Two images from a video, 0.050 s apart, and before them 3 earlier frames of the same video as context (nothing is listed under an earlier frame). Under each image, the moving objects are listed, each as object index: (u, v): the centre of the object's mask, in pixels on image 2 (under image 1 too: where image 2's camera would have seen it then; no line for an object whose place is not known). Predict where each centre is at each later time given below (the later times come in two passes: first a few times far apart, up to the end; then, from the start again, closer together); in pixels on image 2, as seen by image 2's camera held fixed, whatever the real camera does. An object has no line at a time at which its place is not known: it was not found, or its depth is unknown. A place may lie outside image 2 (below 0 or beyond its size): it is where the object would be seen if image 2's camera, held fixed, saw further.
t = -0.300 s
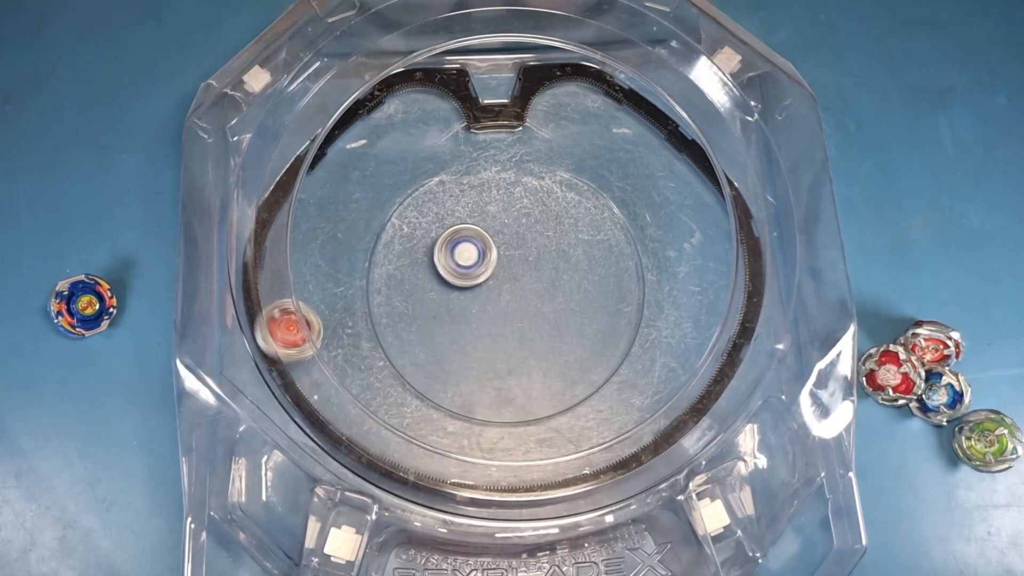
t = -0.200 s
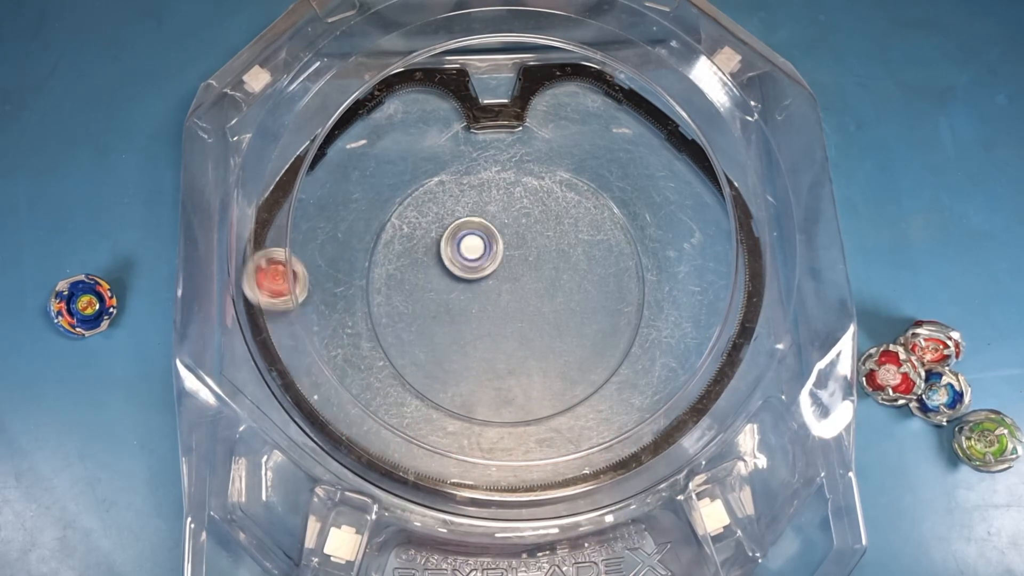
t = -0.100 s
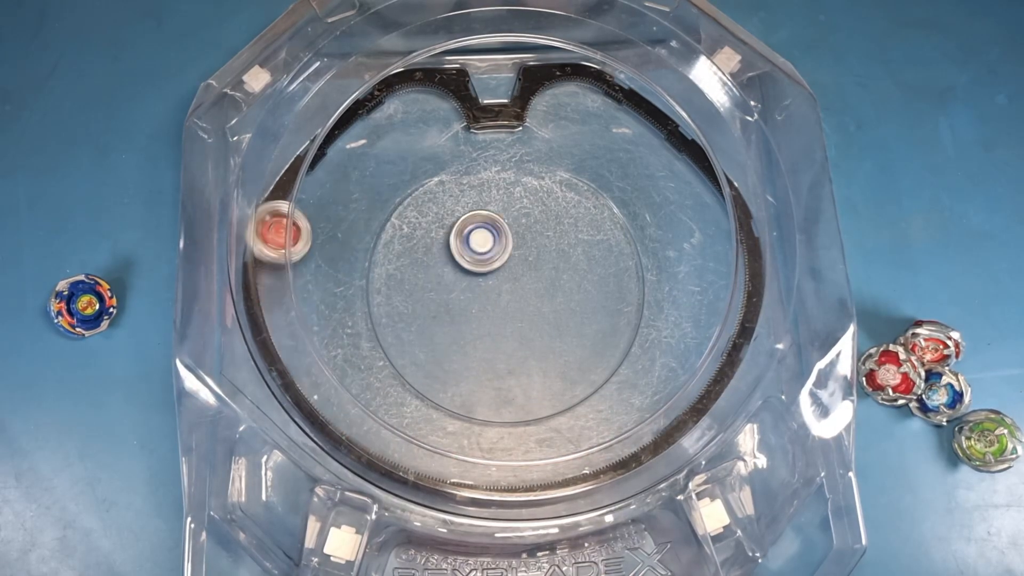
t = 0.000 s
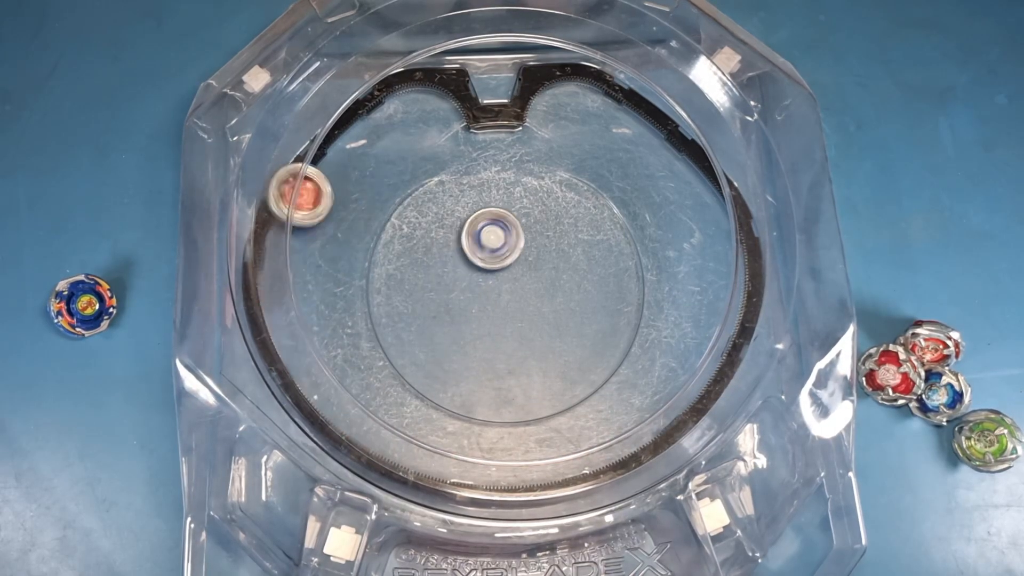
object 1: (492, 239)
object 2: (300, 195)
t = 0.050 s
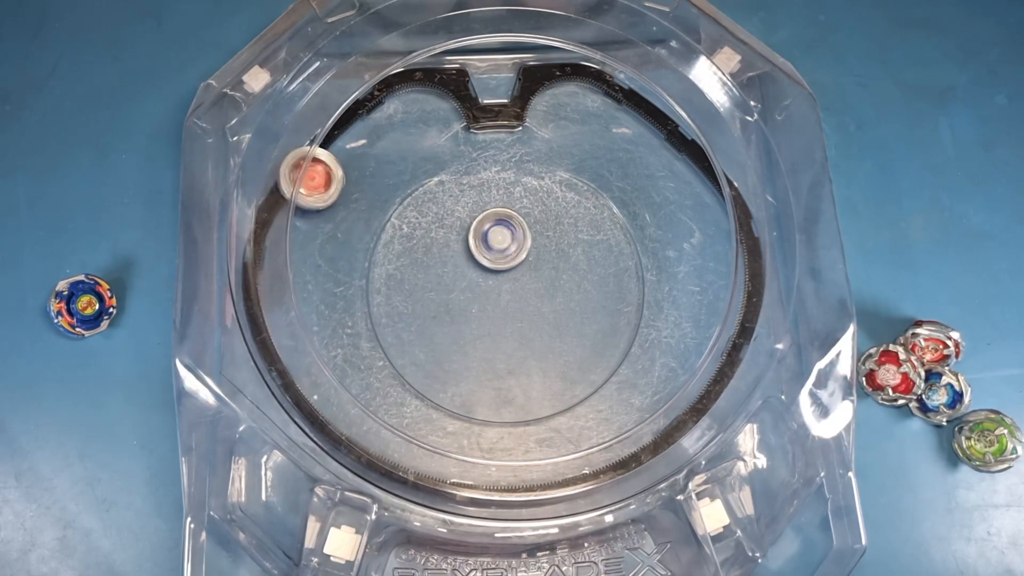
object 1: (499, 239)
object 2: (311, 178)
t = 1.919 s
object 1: (476, 258)
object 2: (316, 344)
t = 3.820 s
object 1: (513, 300)
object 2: (503, 397)
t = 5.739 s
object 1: (330, 299)
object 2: (711, 304)
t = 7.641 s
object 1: (513, 309)
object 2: (402, 234)
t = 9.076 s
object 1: (563, 342)
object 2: (473, 339)
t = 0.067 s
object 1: (501, 239)
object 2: (317, 176)
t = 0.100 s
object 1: (505, 240)
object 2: (327, 169)
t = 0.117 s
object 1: (508, 240)
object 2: (333, 165)
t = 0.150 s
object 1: (513, 241)
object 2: (344, 155)
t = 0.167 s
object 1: (515, 243)
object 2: (349, 149)
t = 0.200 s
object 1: (519, 243)
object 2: (362, 137)
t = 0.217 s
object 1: (521, 244)
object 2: (369, 131)
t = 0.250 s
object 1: (526, 245)
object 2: (384, 121)
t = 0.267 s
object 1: (528, 246)
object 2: (392, 116)
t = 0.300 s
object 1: (531, 249)
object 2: (409, 107)
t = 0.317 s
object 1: (534, 250)
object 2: (416, 104)
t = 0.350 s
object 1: (537, 253)
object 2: (430, 97)
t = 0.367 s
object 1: (539, 254)
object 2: (436, 93)
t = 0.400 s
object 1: (542, 258)
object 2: (426, 105)
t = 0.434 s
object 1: (545, 262)
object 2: (411, 123)
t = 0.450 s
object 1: (547, 265)
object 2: (404, 130)
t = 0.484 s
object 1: (550, 270)
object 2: (393, 149)
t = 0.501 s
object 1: (550, 273)
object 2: (390, 155)
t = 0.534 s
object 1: (551, 278)
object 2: (386, 170)
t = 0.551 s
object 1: (551, 281)
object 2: (386, 176)
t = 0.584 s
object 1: (551, 286)
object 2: (388, 186)
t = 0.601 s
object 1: (550, 287)
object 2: (391, 192)
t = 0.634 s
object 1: (549, 290)
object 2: (400, 202)
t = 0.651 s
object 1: (549, 292)
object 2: (405, 209)
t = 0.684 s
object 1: (548, 295)
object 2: (414, 226)
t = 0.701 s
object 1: (548, 296)
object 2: (419, 234)
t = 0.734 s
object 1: (547, 298)
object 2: (428, 253)
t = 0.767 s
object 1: (546, 300)
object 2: (436, 269)
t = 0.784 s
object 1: (546, 301)
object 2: (441, 278)
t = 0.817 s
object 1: (545, 303)
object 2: (449, 295)
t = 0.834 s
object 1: (545, 304)
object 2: (454, 303)
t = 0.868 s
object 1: (544, 306)
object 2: (463, 320)
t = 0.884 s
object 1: (544, 307)
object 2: (467, 328)
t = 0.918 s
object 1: (542, 309)
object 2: (475, 345)
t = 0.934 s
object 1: (542, 310)
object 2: (479, 353)
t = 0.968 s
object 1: (539, 312)
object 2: (488, 369)
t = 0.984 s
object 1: (538, 313)
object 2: (491, 378)
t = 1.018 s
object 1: (535, 315)
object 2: (499, 393)
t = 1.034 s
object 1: (533, 316)
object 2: (503, 400)
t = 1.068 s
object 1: (531, 318)
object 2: (510, 412)
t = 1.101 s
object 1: (527, 320)
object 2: (517, 417)
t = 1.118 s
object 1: (524, 321)
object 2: (520, 421)
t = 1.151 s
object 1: (517, 322)
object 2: (525, 429)
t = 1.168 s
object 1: (513, 322)
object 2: (527, 432)
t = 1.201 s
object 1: (506, 320)
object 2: (529, 444)
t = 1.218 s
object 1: (502, 319)
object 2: (529, 450)
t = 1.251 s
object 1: (497, 314)
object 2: (530, 462)
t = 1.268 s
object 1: (494, 312)
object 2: (529, 466)
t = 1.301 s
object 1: (492, 307)
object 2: (527, 457)
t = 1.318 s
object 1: (490, 305)
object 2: (527, 454)
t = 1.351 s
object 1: (489, 302)
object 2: (527, 440)
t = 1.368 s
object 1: (489, 301)
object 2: (526, 439)
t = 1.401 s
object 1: (489, 300)
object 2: (524, 436)
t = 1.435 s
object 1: (491, 299)
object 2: (521, 434)
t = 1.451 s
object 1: (491, 300)
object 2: (519, 433)
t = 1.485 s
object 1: (492, 302)
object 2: (512, 433)
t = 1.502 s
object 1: (492, 303)
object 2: (508, 433)
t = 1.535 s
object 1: (492, 306)
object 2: (497, 432)
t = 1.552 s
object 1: (491, 307)
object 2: (489, 431)
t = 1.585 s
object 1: (487, 308)
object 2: (473, 429)
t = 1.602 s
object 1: (486, 308)
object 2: (464, 429)
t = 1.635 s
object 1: (481, 306)
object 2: (445, 423)
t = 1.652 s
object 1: (478, 305)
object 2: (437, 421)
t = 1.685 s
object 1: (472, 300)
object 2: (419, 415)
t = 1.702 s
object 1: (470, 297)
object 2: (411, 411)
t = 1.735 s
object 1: (466, 289)
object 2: (395, 403)
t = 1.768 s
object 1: (463, 282)
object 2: (379, 395)
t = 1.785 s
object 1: (463, 277)
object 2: (372, 390)
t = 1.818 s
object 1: (463, 270)
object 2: (356, 379)
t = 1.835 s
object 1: (465, 267)
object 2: (349, 375)
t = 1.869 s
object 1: (468, 262)
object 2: (335, 362)
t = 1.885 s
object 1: (471, 261)
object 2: (329, 357)
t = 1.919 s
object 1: (476, 258)
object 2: (316, 344)
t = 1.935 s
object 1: (479, 258)
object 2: (311, 337)
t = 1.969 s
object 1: (484, 259)
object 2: (301, 323)
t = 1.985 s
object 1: (486, 260)
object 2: (296, 315)
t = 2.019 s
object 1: (491, 263)
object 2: (286, 301)
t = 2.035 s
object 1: (492, 265)
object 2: (282, 294)
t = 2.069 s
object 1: (496, 269)
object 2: (274, 279)
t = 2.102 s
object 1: (497, 274)
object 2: (270, 264)
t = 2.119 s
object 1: (497, 276)
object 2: (274, 258)
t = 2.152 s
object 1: (496, 280)
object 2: (280, 248)
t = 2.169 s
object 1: (495, 281)
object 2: (282, 242)
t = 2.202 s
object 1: (492, 282)
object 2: (284, 231)
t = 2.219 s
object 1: (490, 282)
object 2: (284, 225)
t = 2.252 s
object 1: (488, 279)
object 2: (286, 211)
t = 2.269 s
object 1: (488, 277)
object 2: (288, 204)
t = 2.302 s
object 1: (489, 272)
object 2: (302, 206)
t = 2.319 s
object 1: (490, 269)
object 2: (308, 207)
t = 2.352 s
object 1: (496, 263)
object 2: (321, 207)
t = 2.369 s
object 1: (498, 262)
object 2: (326, 206)
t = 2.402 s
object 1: (505, 258)
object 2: (335, 200)
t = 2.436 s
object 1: (512, 257)
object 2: (346, 192)
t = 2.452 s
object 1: (516, 257)
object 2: (353, 187)
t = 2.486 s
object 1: (523, 258)
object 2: (367, 179)
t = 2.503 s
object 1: (527, 259)
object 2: (374, 175)
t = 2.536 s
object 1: (533, 263)
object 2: (389, 169)
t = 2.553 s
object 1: (535, 265)
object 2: (396, 166)
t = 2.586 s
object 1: (538, 269)
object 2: (412, 162)
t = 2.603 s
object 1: (539, 272)
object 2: (421, 161)
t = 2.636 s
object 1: (538, 276)
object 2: (437, 160)
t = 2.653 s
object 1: (538, 279)
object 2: (444, 159)
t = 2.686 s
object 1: (536, 282)
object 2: (459, 158)
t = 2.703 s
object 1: (534, 284)
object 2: (467, 157)
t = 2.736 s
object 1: (531, 285)
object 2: (482, 158)
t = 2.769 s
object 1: (527, 286)
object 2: (497, 159)
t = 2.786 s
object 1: (525, 286)
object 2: (504, 159)
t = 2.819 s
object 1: (521, 285)
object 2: (518, 161)
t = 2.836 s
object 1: (519, 284)
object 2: (526, 162)
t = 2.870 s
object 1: (516, 283)
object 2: (540, 164)
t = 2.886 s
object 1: (515, 281)
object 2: (547, 166)
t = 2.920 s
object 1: (513, 278)
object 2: (561, 168)
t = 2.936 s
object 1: (513, 276)
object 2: (566, 171)
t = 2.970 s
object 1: (513, 274)
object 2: (575, 173)
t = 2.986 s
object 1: (514, 273)
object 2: (579, 174)
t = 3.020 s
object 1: (517, 272)
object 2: (587, 177)
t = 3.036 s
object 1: (519, 271)
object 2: (590, 180)
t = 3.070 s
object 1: (523, 272)
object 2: (594, 186)
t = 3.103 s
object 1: (527, 275)
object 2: (593, 195)
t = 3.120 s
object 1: (529, 277)
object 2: (592, 199)
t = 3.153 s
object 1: (532, 282)
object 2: (591, 210)
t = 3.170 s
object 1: (533, 286)
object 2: (591, 216)
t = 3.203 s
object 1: (533, 296)
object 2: (592, 236)
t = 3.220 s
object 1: (532, 300)
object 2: (592, 244)
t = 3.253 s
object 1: (528, 306)
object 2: (592, 259)
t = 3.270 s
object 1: (525, 309)
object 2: (592, 266)
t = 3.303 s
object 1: (518, 313)
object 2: (592, 280)
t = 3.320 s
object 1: (514, 314)
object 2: (593, 288)
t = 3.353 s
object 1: (505, 315)
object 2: (592, 303)
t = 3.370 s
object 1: (501, 314)
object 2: (592, 309)
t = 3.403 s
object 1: (494, 311)
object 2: (591, 324)
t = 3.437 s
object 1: (488, 305)
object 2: (590, 338)
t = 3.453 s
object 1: (486, 302)
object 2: (589, 345)
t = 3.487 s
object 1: (483, 296)
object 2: (587, 359)
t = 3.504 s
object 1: (484, 293)
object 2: (586, 365)
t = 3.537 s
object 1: (485, 286)
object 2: (581, 378)
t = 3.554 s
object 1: (488, 283)
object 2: (578, 384)
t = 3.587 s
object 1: (492, 278)
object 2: (567, 385)
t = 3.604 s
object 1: (495, 277)
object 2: (563, 386)
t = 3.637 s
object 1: (500, 275)
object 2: (555, 389)
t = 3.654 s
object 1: (503, 275)
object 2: (550, 390)
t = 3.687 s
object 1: (509, 277)
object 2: (543, 394)
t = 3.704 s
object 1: (512, 278)
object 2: (539, 396)
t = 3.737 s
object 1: (516, 284)
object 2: (530, 400)
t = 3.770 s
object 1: (517, 290)
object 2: (520, 398)
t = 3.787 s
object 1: (517, 294)
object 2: (514, 397)
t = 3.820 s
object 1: (513, 300)
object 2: (503, 397)
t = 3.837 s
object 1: (511, 303)
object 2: (498, 397)
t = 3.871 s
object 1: (504, 307)
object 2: (484, 396)
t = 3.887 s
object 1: (501, 308)
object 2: (477, 396)
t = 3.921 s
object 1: (493, 307)
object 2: (463, 394)
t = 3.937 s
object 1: (490, 306)
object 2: (457, 392)
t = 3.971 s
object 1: (484, 301)
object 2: (448, 385)
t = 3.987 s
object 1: (482, 298)
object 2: (443, 382)
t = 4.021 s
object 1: (479, 291)
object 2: (433, 376)
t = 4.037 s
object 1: (478, 286)
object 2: (428, 373)
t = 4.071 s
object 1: (479, 278)
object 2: (417, 366)
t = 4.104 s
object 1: (481, 270)
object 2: (409, 356)
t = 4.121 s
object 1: (484, 266)
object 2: (405, 351)
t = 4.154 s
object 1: (491, 261)
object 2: (397, 342)
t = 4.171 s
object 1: (496, 258)
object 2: (394, 336)
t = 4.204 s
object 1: (505, 257)
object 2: (390, 325)
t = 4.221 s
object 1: (509, 256)
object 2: (389, 320)
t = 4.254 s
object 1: (519, 259)
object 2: (384, 309)
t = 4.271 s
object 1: (523, 261)
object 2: (382, 303)
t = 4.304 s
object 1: (530, 267)
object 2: (378, 291)
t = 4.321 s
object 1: (531, 270)
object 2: (379, 285)
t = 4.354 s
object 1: (534, 279)
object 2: (380, 275)
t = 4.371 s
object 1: (533, 283)
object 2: (380, 269)
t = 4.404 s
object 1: (530, 291)
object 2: (381, 258)
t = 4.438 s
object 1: (523, 297)
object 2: (382, 246)
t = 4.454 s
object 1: (519, 299)
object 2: (383, 240)
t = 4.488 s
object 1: (511, 301)
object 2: (388, 230)
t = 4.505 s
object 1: (506, 301)
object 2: (390, 225)
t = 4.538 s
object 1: (499, 299)
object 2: (395, 215)
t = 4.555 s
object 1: (495, 297)
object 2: (398, 211)
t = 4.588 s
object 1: (490, 291)
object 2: (404, 202)
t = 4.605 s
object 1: (488, 289)
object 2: (408, 198)
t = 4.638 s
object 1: (488, 280)
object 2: (416, 189)
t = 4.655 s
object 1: (488, 277)
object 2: (421, 188)
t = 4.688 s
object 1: (491, 270)
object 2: (430, 184)
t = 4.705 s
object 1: (494, 267)
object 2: (435, 181)
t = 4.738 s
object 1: (500, 263)
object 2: (445, 176)
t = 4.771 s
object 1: (507, 261)
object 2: (456, 172)
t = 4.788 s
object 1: (512, 261)
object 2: (461, 169)
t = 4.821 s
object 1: (520, 262)
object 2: (473, 166)
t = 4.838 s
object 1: (525, 264)
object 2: (479, 165)
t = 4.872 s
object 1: (531, 269)
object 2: (490, 163)
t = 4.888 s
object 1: (534, 273)
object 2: (496, 163)
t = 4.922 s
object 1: (536, 280)
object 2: (508, 161)
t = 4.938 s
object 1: (537, 284)
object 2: (514, 161)
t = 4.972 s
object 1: (536, 293)
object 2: (526, 160)
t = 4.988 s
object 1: (534, 297)
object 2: (532, 160)
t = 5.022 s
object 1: (528, 305)
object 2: (542, 161)
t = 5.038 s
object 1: (525, 308)
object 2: (548, 162)
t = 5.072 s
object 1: (516, 311)
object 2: (558, 165)
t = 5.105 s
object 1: (506, 312)
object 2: (564, 166)
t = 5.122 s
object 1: (501, 312)
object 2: (567, 167)
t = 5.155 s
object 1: (492, 307)
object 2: (571, 170)
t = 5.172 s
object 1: (489, 304)
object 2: (572, 172)
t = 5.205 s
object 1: (483, 297)
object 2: (569, 176)
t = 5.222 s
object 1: (482, 292)
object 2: (566, 180)
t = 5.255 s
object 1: (481, 283)
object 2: (564, 188)
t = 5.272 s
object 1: (481, 279)
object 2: (563, 193)
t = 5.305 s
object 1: (486, 272)
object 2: (559, 205)
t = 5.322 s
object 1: (488, 269)
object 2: (558, 212)
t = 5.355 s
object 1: (497, 265)
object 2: (555, 225)
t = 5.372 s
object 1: (498, 266)
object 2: (556, 232)
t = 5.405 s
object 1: (453, 275)
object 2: (603, 233)
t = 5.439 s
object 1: (413, 282)
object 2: (642, 236)
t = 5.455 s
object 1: (397, 284)
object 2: (657, 240)
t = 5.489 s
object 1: (369, 288)
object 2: (683, 251)
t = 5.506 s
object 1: (359, 290)
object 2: (695, 255)
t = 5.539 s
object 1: (343, 294)
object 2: (713, 261)
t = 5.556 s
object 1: (337, 296)
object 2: (721, 265)
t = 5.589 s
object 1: (329, 297)
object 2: (731, 276)
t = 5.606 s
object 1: (327, 298)
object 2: (734, 281)
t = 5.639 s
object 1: (326, 297)
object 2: (726, 290)
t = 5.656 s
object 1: (327, 298)
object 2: (722, 292)
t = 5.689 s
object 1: (329, 298)
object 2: (714, 297)
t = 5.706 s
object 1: (329, 298)
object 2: (713, 298)
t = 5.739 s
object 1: (330, 299)
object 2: (711, 304)
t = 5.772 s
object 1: (332, 300)
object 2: (709, 311)
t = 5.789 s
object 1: (332, 302)
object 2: (708, 315)
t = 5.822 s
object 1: (332, 302)
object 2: (700, 323)
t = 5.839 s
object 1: (333, 301)
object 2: (695, 326)
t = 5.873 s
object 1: (334, 302)
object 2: (687, 331)
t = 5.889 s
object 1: (333, 303)
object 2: (684, 333)
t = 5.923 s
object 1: (334, 303)
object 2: (677, 336)
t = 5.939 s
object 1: (334, 303)
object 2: (672, 337)
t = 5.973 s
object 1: (335, 303)
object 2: (662, 338)
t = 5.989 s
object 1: (334, 304)
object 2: (657, 338)
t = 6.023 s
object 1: (335, 305)
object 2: (647, 337)
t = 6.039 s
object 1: (336, 305)
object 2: (642, 336)
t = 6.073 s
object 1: (337, 305)
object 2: (633, 332)
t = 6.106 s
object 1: (338, 306)
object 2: (622, 326)
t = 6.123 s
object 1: (337, 306)
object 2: (618, 322)
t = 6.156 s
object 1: (339, 307)
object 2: (605, 312)
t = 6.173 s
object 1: (341, 307)
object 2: (600, 306)
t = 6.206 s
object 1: (344, 308)
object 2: (590, 294)
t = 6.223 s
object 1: (345, 308)
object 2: (585, 288)
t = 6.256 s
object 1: (350, 310)
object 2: (575, 274)
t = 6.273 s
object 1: (353, 311)
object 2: (570, 267)
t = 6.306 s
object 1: (364, 315)
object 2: (560, 252)
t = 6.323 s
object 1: (371, 317)
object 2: (556, 245)
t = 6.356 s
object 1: (386, 324)
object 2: (548, 231)
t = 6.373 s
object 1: (394, 328)
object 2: (544, 224)
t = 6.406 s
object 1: (409, 335)
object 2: (539, 210)
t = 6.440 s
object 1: (422, 342)
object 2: (535, 197)
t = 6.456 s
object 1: (427, 344)
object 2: (533, 191)
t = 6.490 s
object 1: (438, 349)
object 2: (530, 181)
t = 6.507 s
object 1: (444, 351)
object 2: (530, 176)
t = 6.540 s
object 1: (452, 354)
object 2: (530, 168)
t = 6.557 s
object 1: (454, 354)
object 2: (530, 165)
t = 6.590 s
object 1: (459, 353)
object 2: (531, 160)
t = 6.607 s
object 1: (462, 353)
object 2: (532, 157)
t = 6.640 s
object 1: (465, 350)
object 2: (535, 151)
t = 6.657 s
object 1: (465, 348)
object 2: (537, 149)
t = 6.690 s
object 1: (469, 344)
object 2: (543, 144)
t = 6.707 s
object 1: (471, 341)
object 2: (546, 143)
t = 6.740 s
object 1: (475, 336)
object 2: (553, 141)
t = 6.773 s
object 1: (480, 331)
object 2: (559, 142)
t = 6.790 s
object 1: (481, 329)
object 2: (563, 142)
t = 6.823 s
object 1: (486, 324)
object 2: (569, 144)
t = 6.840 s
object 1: (490, 322)
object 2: (572, 145)
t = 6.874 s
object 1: (496, 318)
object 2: (578, 149)
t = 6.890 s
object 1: (498, 318)
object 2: (580, 151)
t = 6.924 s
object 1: (505, 316)
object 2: (584, 158)
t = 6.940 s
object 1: (508, 315)
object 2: (586, 160)
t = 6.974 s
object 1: (514, 314)
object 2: (587, 167)
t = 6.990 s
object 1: (516, 315)
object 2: (587, 171)
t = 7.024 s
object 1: (519, 315)
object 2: (587, 177)
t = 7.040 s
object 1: (521, 315)
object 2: (587, 181)
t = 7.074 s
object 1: (524, 315)
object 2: (584, 190)
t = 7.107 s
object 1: (525, 316)
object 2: (576, 197)
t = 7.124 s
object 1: (525, 316)
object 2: (573, 201)
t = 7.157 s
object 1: (525, 316)
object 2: (566, 207)
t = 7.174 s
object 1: (526, 315)
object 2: (562, 209)
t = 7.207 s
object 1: (526, 315)
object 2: (552, 217)
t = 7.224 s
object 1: (527, 316)
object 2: (546, 220)
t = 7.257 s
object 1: (527, 316)
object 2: (534, 226)
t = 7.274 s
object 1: (526, 315)
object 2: (527, 228)
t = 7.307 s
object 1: (527, 315)
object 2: (513, 233)
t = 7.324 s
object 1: (527, 315)
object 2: (505, 234)
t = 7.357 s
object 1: (528, 315)
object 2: (490, 239)
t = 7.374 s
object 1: (527, 314)
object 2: (482, 240)
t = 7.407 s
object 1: (527, 314)
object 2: (467, 243)
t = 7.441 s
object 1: (526, 314)
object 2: (452, 245)
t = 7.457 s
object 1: (526, 314)
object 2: (445, 247)
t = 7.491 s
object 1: (524, 313)
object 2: (432, 246)
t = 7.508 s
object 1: (522, 314)
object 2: (427, 246)
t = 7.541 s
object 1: (519, 313)
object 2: (417, 244)
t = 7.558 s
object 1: (518, 312)
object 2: (413, 242)
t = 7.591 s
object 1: (516, 311)
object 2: (407, 239)
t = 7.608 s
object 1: (515, 311)
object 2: (404, 238)
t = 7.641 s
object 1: (513, 309)
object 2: (402, 234)
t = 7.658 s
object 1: (512, 307)
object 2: (400, 232)
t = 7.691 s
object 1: (510, 305)
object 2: (399, 230)
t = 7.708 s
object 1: (510, 304)
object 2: (401, 231)
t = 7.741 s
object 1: (510, 302)
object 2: (409, 235)
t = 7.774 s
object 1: (510, 300)
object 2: (414, 237)
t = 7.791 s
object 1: (509, 300)
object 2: (417, 239)
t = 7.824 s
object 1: (509, 299)
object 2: (422, 241)
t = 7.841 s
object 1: (510, 298)
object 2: (423, 241)
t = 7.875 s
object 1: (510, 297)
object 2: (427, 241)
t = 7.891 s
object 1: (510, 297)
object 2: (429, 241)
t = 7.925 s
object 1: (511, 296)
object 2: (434, 241)
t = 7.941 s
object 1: (511, 295)
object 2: (437, 242)
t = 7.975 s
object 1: (512, 294)
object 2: (445, 244)
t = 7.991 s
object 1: (513, 294)
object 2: (449, 247)
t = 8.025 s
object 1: (514, 294)
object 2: (457, 253)
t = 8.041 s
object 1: (513, 294)
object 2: (461, 256)
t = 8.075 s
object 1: (523, 314)
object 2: (460, 245)
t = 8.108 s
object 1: (538, 334)
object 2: (457, 229)
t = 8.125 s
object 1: (542, 345)
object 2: (457, 223)
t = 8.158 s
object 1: (555, 364)
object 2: (456, 215)
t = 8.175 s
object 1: (561, 369)
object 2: (457, 212)
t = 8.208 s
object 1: (570, 380)
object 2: (461, 211)
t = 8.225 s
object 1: (574, 384)
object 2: (462, 213)
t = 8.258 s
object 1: (577, 390)
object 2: (463, 218)
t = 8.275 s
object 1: (577, 392)
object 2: (462, 222)
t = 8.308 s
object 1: (578, 394)
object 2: (458, 230)
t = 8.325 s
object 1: (577, 393)
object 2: (455, 233)
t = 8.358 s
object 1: (576, 393)
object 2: (449, 239)
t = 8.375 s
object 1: (577, 391)
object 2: (447, 241)
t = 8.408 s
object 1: (576, 390)
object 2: (443, 244)
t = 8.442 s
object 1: (576, 389)
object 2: (439, 248)
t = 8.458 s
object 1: (576, 387)
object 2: (438, 250)
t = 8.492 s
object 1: (575, 386)
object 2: (434, 255)
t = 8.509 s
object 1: (575, 385)
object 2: (431, 258)
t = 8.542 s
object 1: (574, 383)
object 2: (425, 263)
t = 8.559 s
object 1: (573, 383)
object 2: (421, 266)
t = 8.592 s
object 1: (573, 381)
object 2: (417, 270)
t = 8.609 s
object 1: (572, 380)
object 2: (415, 273)
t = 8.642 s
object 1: (571, 379)
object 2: (411, 279)
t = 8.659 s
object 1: (571, 377)
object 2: (409, 282)
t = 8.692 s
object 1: (570, 376)
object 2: (408, 289)
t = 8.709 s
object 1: (570, 375)
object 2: (408, 292)
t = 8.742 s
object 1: (569, 373)
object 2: (410, 299)
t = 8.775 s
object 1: (568, 370)
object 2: (416, 305)
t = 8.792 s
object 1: (569, 370)
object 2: (418, 308)
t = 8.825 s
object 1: (569, 367)
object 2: (424, 312)
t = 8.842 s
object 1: (569, 366)
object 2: (428, 314)
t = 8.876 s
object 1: (569, 363)
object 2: (435, 318)
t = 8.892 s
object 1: (568, 362)
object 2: (439, 320)
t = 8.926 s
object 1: (567, 359)
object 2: (446, 324)
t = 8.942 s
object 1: (567, 356)
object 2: (449, 326)
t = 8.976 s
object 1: (565, 353)
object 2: (455, 329)
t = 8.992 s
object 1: (565, 350)
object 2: (458, 331)
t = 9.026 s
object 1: (564, 347)
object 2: (464, 334)
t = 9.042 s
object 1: (564, 345)
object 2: (467, 335)
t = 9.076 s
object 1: (563, 342)
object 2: (473, 339)
